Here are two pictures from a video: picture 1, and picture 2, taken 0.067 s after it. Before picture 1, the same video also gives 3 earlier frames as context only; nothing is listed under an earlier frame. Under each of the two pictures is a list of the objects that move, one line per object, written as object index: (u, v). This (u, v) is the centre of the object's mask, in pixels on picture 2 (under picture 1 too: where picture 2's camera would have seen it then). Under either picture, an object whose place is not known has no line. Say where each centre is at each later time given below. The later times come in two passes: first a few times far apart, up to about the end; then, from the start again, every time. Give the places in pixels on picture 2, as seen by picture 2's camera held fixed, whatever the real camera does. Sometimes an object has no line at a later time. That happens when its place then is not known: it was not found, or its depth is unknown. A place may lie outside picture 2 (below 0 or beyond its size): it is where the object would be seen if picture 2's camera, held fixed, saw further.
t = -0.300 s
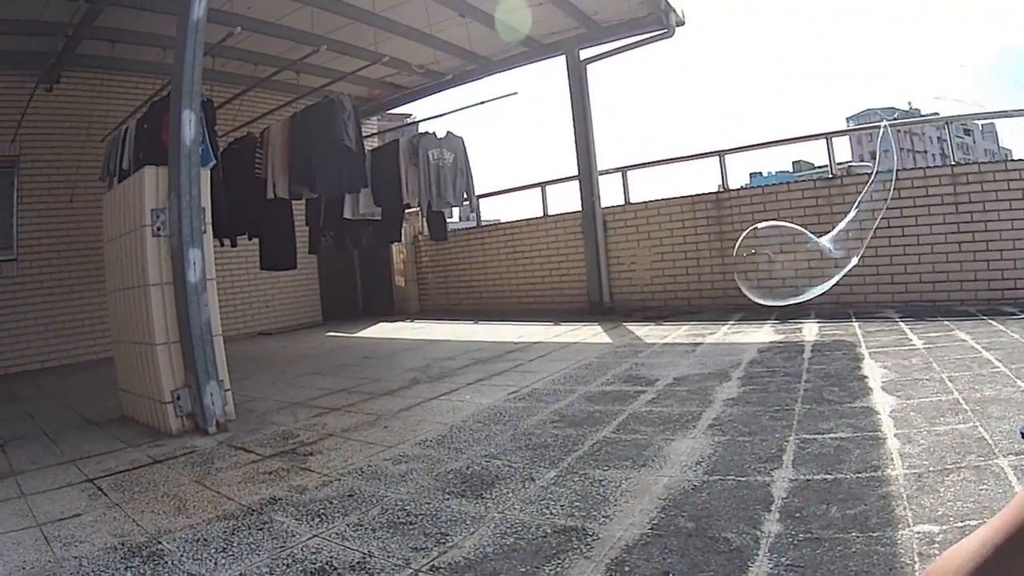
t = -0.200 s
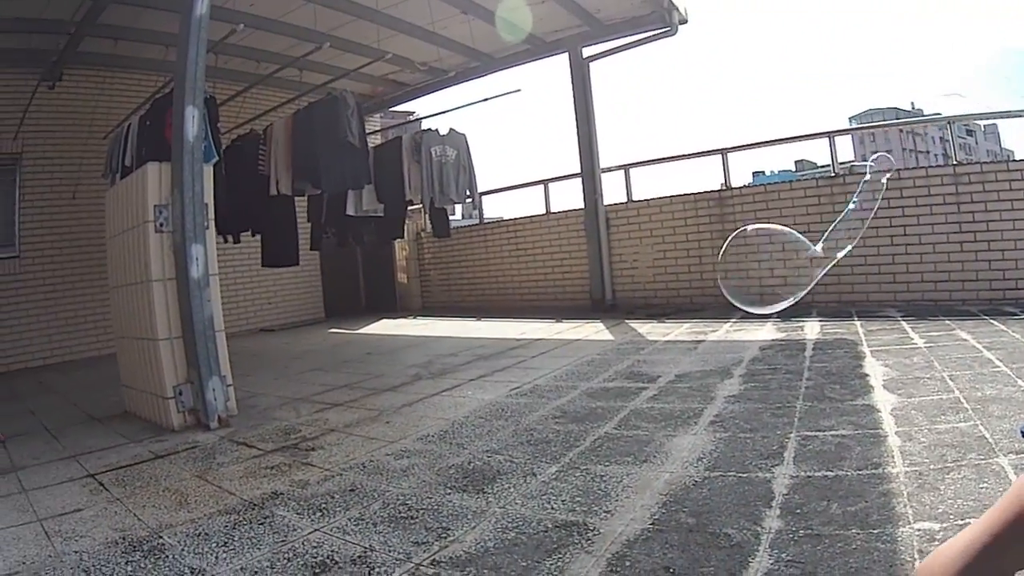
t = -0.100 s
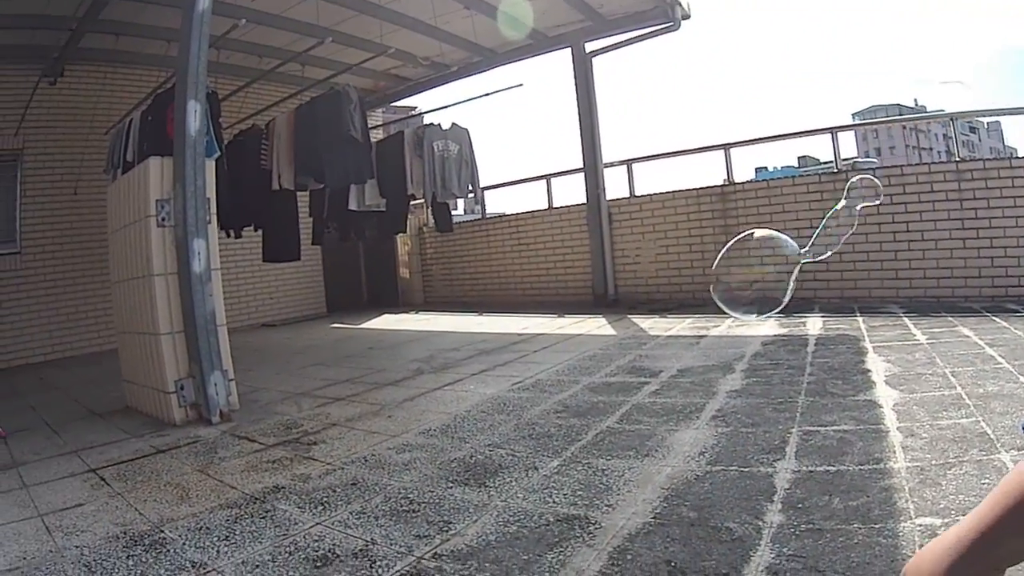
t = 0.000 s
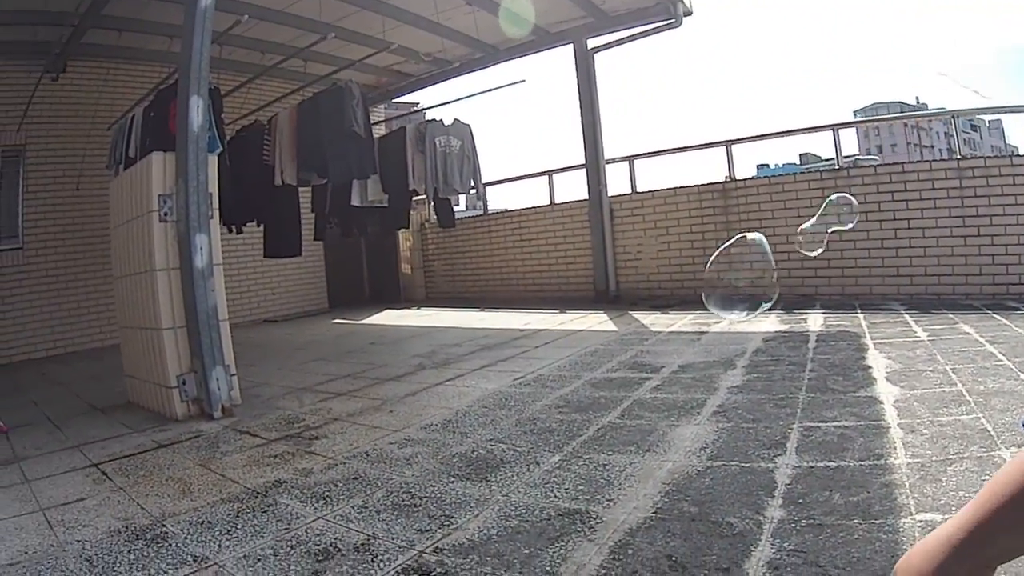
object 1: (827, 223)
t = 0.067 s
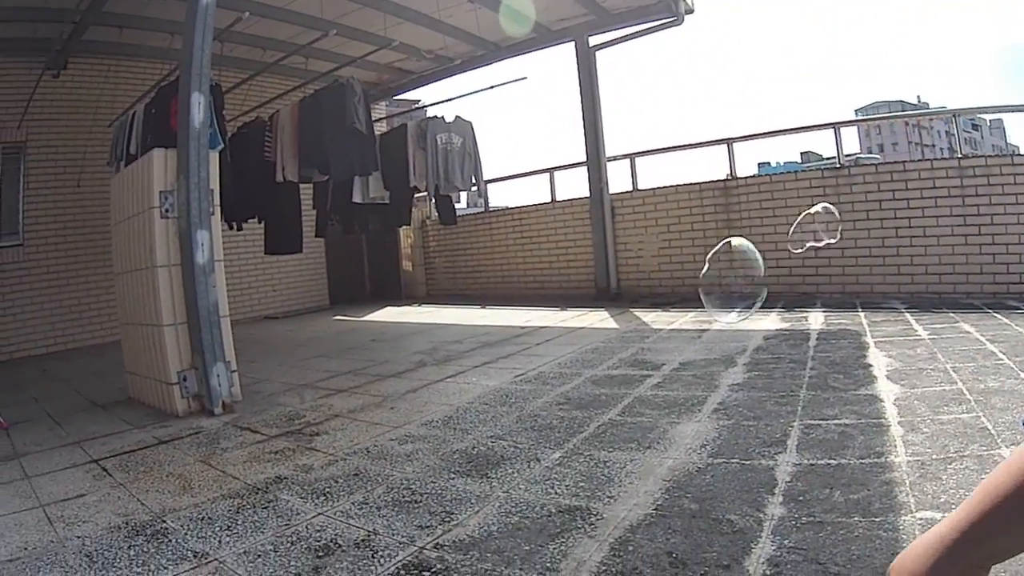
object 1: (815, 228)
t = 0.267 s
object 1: (791, 236)
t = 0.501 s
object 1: (765, 243)
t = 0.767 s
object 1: (742, 247)
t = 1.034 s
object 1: (720, 246)
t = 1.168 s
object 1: (706, 241)
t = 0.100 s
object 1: (810, 229)
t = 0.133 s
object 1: (808, 229)
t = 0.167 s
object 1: (803, 231)
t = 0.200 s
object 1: (799, 232)
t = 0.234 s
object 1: (795, 235)
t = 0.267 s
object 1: (791, 236)
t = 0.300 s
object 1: (787, 238)
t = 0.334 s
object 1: (782, 239)
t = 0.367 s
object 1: (778, 241)
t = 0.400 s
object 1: (774, 241)
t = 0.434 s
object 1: (771, 241)
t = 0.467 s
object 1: (769, 242)
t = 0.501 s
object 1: (765, 243)
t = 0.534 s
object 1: (761, 244)
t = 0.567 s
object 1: (758, 244)
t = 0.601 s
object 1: (756, 244)
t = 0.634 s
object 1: (753, 246)
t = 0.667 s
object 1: (750, 246)
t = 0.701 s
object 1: (746, 247)
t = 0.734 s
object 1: (744, 247)
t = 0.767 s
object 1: (742, 247)
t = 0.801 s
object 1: (740, 248)
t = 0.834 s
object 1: (737, 249)
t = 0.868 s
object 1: (734, 249)
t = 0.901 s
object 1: (732, 248)
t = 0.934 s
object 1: (729, 248)
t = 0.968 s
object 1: (726, 248)
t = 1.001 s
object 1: (723, 247)
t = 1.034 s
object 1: (720, 246)
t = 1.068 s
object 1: (717, 245)
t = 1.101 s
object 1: (714, 244)
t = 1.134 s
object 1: (710, 243)
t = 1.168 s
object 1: (706, 241)
